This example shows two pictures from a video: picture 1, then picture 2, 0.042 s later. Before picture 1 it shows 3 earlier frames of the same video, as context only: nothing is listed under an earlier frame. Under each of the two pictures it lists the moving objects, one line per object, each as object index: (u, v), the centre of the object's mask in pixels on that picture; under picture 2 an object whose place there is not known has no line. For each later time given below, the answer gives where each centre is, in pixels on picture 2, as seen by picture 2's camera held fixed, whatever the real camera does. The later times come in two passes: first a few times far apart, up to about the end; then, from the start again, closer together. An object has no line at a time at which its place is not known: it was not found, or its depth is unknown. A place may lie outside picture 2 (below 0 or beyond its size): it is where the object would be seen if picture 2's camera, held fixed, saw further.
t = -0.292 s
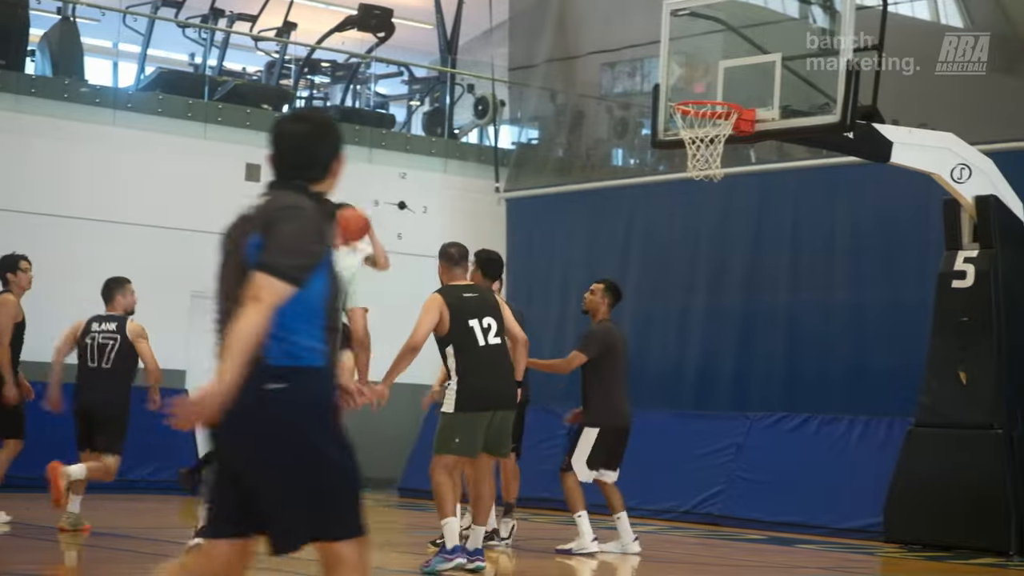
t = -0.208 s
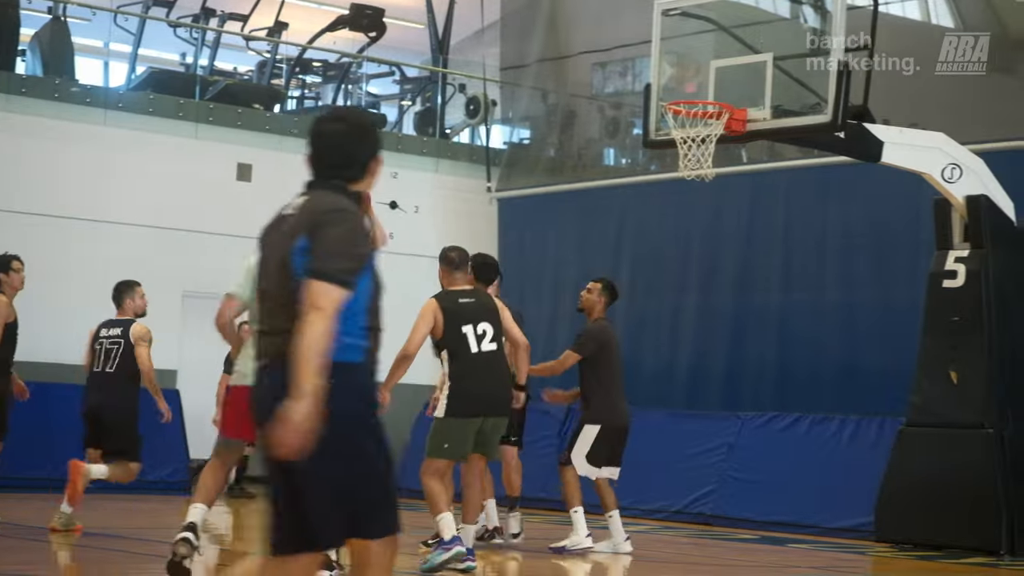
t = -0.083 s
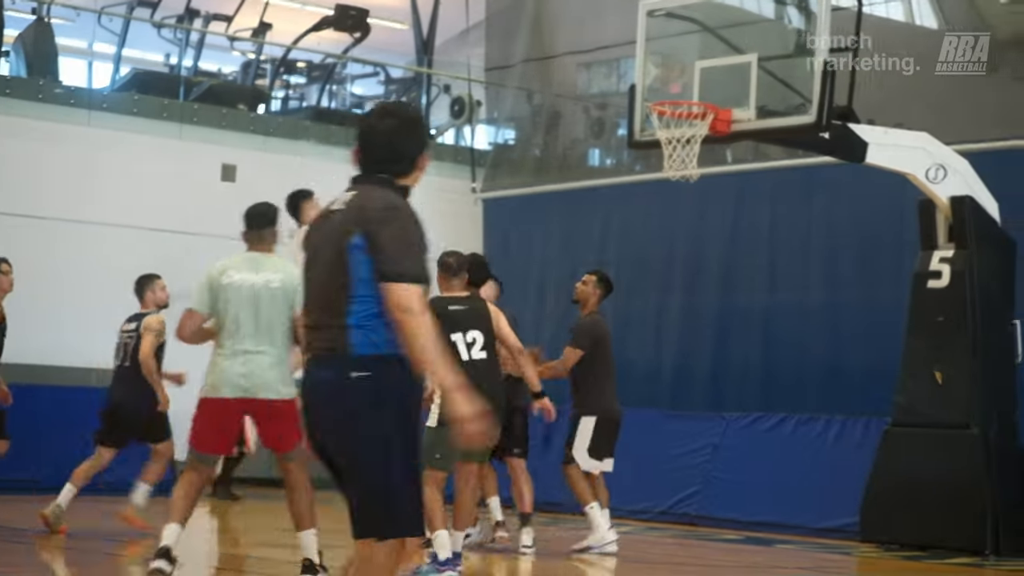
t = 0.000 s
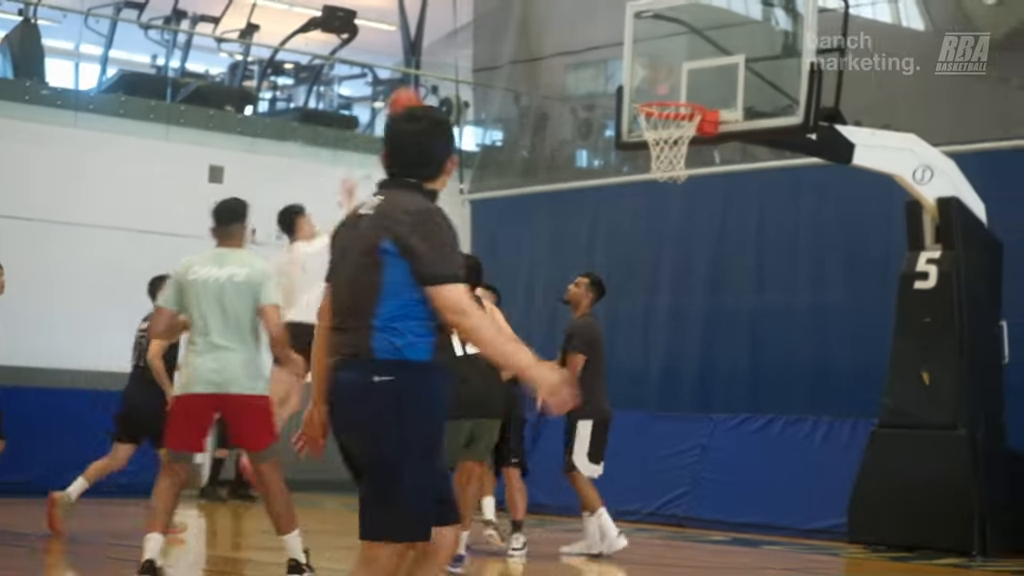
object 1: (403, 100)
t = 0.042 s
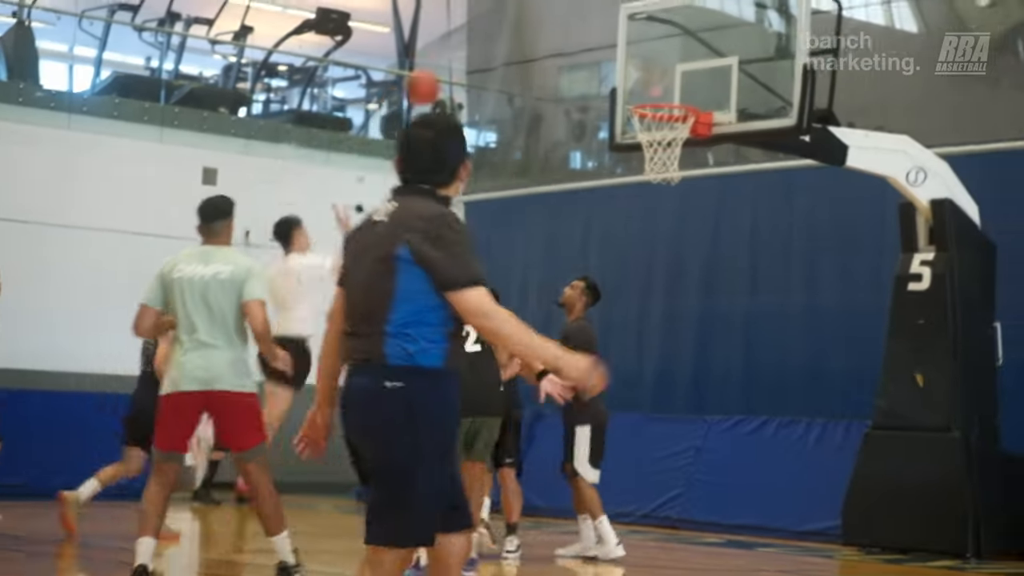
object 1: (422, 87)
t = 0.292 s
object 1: (554, 16)
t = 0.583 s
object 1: (690, 46)
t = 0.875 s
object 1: (635, 62)
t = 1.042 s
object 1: (608, 52)
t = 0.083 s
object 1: (446, 69)
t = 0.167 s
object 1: (490, 40)
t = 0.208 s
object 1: (512, 29)
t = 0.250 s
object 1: (533, 21)
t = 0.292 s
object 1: (554, 16)
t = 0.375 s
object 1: (595, 13)
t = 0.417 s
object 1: (614, 16)
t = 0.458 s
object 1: (634, 20)
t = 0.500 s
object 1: (654, 26)
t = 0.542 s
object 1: (673, 35)
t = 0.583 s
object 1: (690, 46)
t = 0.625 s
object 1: (686, 54)
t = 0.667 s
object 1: (676, 62)
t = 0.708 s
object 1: (665, 74)
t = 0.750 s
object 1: (655, 88)
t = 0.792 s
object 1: (648, 81)
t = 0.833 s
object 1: (642, 71)
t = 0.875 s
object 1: (635, 62)
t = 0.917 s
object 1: (629, 56)
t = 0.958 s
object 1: (622, 52)
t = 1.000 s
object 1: (615, 51)
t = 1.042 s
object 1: (608, 52)
